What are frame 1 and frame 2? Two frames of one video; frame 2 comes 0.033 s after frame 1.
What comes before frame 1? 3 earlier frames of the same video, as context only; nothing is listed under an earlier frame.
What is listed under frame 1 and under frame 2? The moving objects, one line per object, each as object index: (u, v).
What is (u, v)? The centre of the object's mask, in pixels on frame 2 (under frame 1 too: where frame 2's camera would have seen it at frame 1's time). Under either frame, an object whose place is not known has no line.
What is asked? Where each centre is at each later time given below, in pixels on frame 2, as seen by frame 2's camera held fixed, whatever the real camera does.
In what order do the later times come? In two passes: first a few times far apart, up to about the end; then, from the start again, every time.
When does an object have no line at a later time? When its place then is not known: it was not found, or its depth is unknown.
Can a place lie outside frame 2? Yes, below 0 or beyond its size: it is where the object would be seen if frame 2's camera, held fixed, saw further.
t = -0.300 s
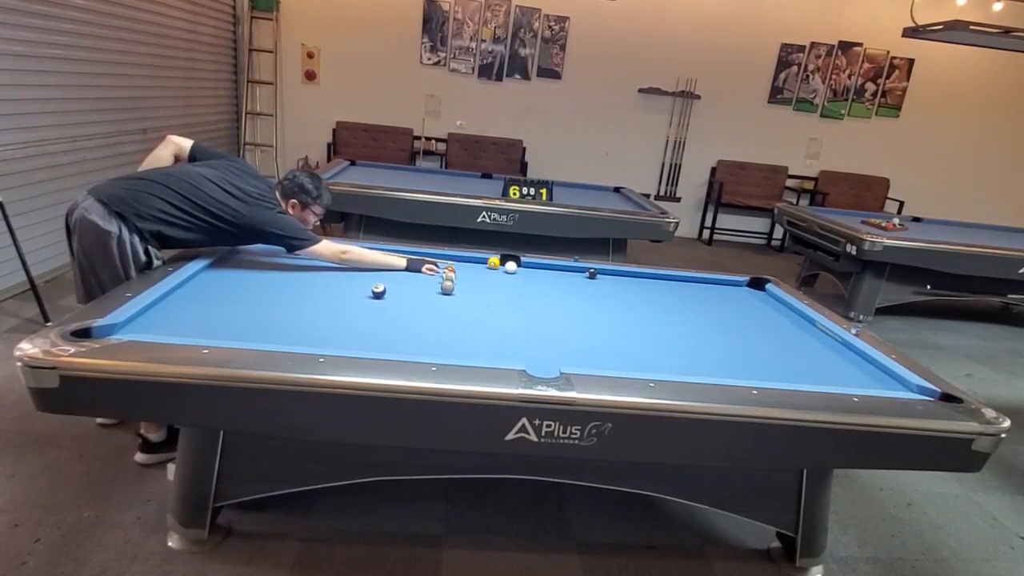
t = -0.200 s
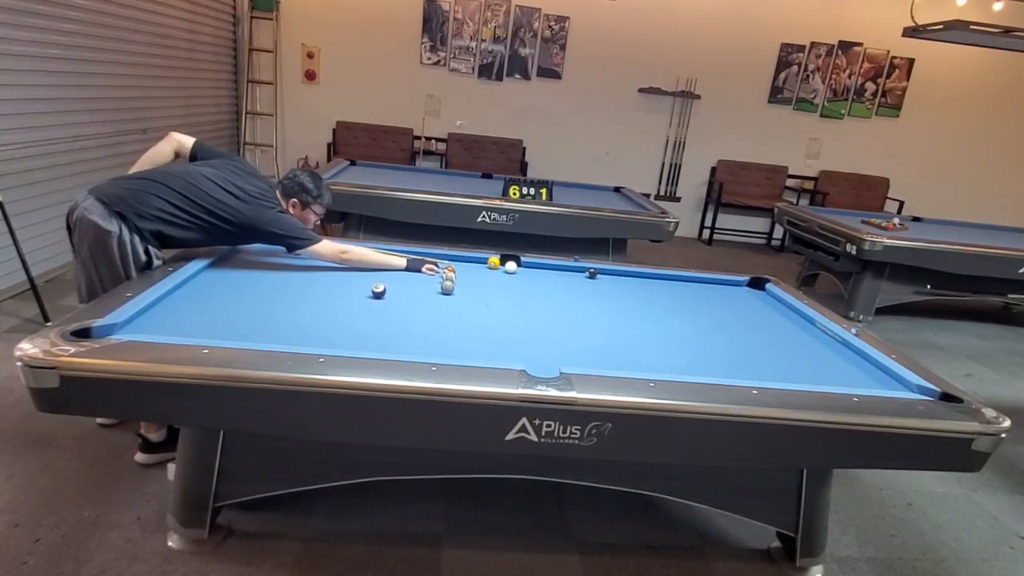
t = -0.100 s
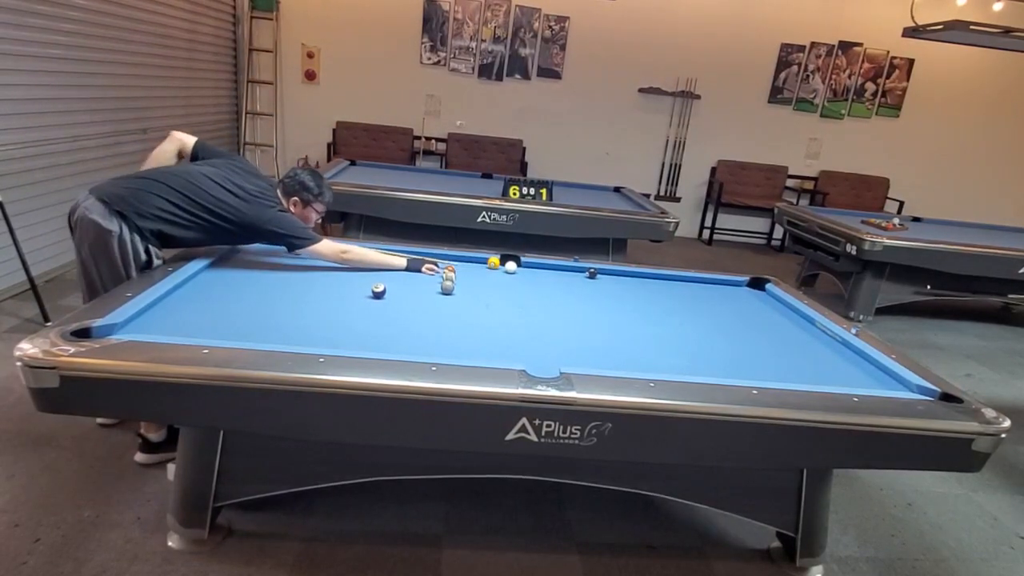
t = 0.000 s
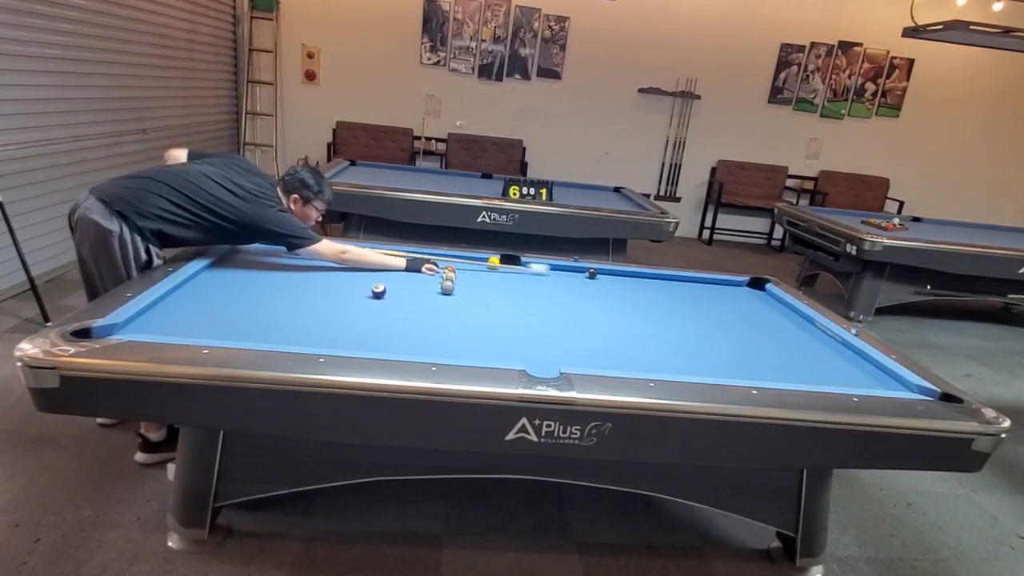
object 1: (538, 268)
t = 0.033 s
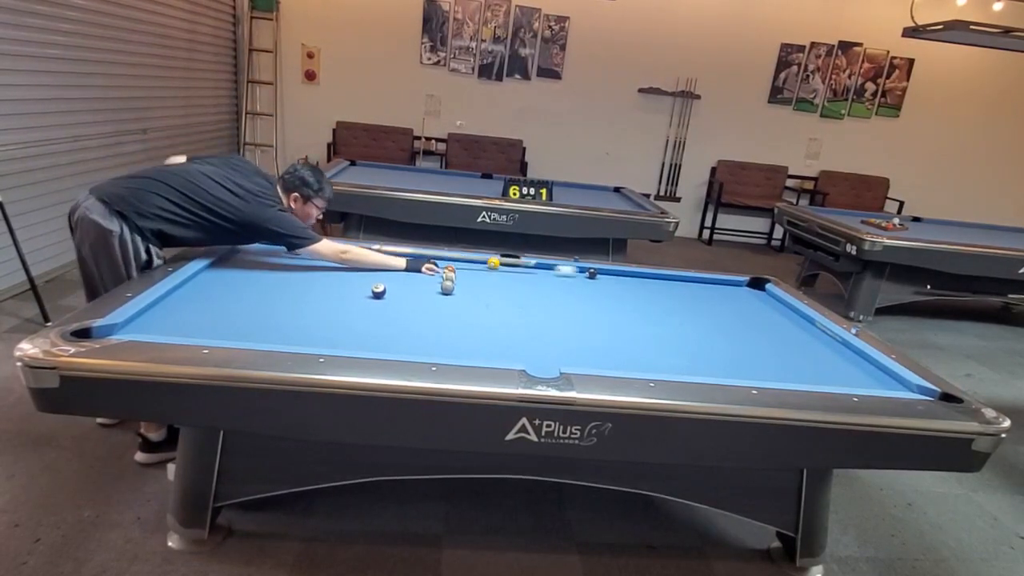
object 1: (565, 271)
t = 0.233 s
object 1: (575, 269)
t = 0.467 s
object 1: (550, 267)
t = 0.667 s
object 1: (527, 265)
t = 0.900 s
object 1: (505, 263)
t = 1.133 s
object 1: (500, 263)
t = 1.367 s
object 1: (496, 263)
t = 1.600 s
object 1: (492, 263)
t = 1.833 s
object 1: (489, 263)
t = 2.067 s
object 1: (488, 263)
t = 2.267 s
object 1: (487, 263)
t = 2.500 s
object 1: (487, 263)
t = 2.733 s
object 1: (487, 263)
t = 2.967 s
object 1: (487, 263)
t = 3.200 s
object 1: (487, 263)
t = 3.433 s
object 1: (487, 263)
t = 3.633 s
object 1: (487, 263)
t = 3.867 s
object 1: (487, 263)
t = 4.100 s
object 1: (487, 263)
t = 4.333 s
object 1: (487, 263)
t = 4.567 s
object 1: (487, 263)
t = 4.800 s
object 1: (487, 263)
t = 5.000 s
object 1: (487, 263)
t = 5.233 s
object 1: (487, 263)
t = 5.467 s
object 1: (487, 263)
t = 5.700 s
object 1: (487, 263)
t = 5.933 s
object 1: (487, 263)
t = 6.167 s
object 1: (487, 263)
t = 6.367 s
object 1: (487, 263)
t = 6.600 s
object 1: (487, 263)
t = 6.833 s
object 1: (487, 263)
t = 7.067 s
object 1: (487, 263)
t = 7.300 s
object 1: (487, 263)
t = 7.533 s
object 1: (487, 263)
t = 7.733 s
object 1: (487, 263)
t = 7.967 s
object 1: (487, 263)
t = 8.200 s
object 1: (487, 263)
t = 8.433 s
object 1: (487, 263)
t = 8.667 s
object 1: (487, 263)
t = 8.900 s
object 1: (487, 263)
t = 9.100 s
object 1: (487, 263)
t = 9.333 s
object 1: (487, 263)
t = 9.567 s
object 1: (487, 263)
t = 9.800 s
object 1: (487, 263)
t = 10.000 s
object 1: (487, 263)
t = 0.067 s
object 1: (580, 271)
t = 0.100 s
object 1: (580, 271)
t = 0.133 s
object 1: (580, 270)
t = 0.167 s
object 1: (578, 270)
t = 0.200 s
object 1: (577, 270)
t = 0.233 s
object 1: (575, 269)
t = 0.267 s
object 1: (572, 269)
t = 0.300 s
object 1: (569, 268)
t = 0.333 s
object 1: (565, 268)
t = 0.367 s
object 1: (561, 267)
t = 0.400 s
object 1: (557, 267)
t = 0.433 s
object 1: (554, 267)
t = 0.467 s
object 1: (550, 267)
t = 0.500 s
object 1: (546, 266)
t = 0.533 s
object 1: (542, 266)
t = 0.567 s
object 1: (539, 266)
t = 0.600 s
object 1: (535, 265)
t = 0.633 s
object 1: (531, 265)
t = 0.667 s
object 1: (527, 265)
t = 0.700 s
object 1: (524, 264)
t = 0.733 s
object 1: (520, 265)
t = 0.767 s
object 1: (516, 264)
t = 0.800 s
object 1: (512, 263)
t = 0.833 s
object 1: (509, 263)
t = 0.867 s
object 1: (506, 263)
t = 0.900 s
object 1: (505, 263)
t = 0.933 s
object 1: (505, 263)
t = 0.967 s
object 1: (504, 263)
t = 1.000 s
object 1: (503, 263)
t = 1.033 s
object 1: (502, 263)
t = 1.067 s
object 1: (502, 263)
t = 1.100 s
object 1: (501, 263)
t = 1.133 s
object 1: (500, 263)
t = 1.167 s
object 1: (500, 263)
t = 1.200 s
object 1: (499, 263)
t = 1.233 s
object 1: (498, 263)
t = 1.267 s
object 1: (498, 263)
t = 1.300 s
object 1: (497, 263)
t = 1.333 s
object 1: (496, 263)
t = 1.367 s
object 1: (496, 263)
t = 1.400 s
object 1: (495, 263)
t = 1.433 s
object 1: (495, 263)
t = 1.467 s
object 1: (494, 263)
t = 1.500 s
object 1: (494, 263)
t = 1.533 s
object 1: (493, 263)
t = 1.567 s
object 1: (493, 263)
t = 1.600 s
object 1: (492, 263)
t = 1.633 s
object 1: (492, 263)
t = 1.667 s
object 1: (491, 263)
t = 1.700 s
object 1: (491, 263)
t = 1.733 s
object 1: (491, 263)
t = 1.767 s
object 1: (490, 263)
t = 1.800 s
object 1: (490, 263)
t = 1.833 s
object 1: (489, 263)
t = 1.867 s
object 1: (489, 263)
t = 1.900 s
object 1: (489, 263)
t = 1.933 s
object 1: (488, 263)
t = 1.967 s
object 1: (488, 263)
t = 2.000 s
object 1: (488, 263)
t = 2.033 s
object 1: (488, 263)
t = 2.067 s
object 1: (488, 263)
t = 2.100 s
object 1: (487, 263)
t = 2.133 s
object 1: (487, 263)
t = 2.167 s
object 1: (487, 263)
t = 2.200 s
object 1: (487, 263)
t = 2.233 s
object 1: (487, 263)
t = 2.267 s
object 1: (487, 263)
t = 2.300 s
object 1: (487, 263)
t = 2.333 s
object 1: (487, 263)
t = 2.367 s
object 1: (487, 263)
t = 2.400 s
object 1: (487, 263)
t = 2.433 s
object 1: (487, 263)
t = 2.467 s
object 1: (487, 263)
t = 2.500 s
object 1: (487, 263)
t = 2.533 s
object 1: (487, 263)
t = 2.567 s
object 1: (487, 263)
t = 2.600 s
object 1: (487, 263)
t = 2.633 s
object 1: (487, 263)
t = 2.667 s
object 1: (487, 263)
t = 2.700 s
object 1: (487, 263)
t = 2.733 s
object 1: (487, 263)
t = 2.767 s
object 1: (487, 263)
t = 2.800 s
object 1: (487, 263)
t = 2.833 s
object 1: (487, 263)
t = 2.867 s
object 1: (487, 263)
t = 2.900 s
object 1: (487, 263)
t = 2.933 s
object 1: (487, 263)
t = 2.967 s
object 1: (487, 263)
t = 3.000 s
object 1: (487, 263)
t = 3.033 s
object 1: (487, 263)
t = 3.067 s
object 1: (487, 263)
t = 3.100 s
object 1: (487, 263)
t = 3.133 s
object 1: (487, 263)
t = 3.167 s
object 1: (487, 263)
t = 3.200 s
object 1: (487, 263)
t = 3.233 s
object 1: (487, 263)
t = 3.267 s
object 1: (487, 263)
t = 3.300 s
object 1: (487, 263)
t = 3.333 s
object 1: (487, 263)
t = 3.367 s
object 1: (487, 263)
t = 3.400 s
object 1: (487, 263)
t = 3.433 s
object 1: (487, 263)
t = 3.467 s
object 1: (487, 263)
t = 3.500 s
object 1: (487, 263)
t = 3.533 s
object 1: (487, 263)
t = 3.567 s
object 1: (487, 263)
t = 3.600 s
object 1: (487, 263)
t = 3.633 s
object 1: (487, 263)
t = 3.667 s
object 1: (487, 263)
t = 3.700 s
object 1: (487, 263)
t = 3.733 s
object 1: (487, 263)
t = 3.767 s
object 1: (487, 263)
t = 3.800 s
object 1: (487, 263)
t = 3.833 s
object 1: (487, 263)
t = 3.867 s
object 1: (487, 263)
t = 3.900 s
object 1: (487, 263)
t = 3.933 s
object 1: (487, 263)
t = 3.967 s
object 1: (487, 263)
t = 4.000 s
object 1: (487, 263)
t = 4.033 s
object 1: (487, 263)
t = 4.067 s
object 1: (487, 263)
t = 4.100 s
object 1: (487, 263)
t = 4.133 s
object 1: (487, 263)
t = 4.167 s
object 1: (487, 263)
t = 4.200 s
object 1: (487, 263)
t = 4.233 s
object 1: (487, 263)
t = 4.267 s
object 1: (487, 263)
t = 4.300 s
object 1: (487, 263)
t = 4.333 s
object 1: (487, 263)
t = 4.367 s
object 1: (487, 263)
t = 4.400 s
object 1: (487, 263)
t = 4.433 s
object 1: (487, 263)
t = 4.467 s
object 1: (487, 263)
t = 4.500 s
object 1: (487, 263)
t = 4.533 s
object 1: (487, 263)
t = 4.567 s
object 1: (487, 263)
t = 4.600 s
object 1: (487, 263)
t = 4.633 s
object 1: (487, 263)
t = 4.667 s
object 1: (487, 263)
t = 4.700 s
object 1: (487, 263)
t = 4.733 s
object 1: (487, 263)
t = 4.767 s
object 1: (487, 263)
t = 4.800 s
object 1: (487, 263)
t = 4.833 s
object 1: (487, 263)
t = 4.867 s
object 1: (487, 263)
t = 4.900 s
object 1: (487, 263)
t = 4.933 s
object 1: (487, 263)
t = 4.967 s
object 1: (487, 263)
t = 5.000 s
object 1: (487, 263)
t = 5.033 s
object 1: (487, 263)
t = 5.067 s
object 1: (487, 263)
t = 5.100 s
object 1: (487, 263)
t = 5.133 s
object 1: (487, 263)
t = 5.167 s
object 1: (487, 263)
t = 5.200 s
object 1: (487, 263)
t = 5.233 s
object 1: (487, 263)
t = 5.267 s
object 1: (487, 263)
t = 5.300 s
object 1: (487, 263)
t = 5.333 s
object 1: (487, 263)
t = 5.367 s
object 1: (487, 263)
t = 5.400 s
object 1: (487, 263)
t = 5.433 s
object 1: (487, 263)
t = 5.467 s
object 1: (487, 263)
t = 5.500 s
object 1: (487, 263)
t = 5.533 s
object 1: (487, 263)
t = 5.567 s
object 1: (487, 263)
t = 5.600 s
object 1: (487, 263)
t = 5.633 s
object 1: (487, 263)
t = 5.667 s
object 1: (487, 263)
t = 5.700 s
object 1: (487, 263)
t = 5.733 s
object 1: (487, 263)
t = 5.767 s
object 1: (487, 263)
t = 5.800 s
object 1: (487, 263)
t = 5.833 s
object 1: (487, 263)
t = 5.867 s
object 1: (487, 263)
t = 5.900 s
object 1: (487, 263)
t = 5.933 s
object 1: (487, 263)
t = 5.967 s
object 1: (487, 263)
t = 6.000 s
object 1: (487, 263)
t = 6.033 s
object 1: (487, 263)
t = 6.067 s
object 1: (487, 263)
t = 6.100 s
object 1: (487, 263)
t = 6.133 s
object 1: (487, 263)
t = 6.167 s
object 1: (487, 263)
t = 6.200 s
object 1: (487, 263)
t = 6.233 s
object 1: (487, 263)
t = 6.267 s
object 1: (487, 263)
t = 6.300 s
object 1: (487, 263)
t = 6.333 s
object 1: (487, 263)
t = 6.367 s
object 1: (487, 263)
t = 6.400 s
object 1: (487, 263)
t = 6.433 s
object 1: (487, 263)
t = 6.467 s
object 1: (487, 263)
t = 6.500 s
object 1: (487, 263)
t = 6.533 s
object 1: (487, 263)
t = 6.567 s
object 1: (487, 263)
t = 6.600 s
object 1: (487, 263)
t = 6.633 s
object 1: (487, 263)
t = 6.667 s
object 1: (487, 263)
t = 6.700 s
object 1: (487, 263)
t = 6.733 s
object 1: (487, 263)
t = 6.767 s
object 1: (487, 263)
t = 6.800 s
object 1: (487, 263)
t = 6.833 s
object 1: (487, 263)
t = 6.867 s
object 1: (487, 263)
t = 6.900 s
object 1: (487, 263)
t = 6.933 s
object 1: (487, 263)
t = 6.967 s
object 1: (487, 263)
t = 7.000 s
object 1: (487, 263)
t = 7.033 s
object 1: (487, 263)
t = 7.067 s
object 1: (487, 263)
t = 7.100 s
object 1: (487, 263)
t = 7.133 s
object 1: (487, 263)
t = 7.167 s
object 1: (487, 263)
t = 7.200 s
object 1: (487, 263)
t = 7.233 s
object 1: (487, 263)
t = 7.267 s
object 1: (487, 263)
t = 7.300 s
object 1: (487, 263)
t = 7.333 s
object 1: (487, 263)
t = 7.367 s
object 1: (487, 263)
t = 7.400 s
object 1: (487, 263)
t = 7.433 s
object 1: (487, 263)
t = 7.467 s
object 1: (487, 263)
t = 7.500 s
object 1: (487, 263)
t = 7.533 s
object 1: (487, 263)
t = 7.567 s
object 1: (487, 263)
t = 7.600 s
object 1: (487, 263)
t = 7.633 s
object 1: (487, 263)
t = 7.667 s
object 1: (487, 263)
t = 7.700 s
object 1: (487, 263)
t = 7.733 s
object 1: (487, 263)
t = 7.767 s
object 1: (487, 263)
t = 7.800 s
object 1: (487, 263)
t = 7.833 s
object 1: (487, 263)
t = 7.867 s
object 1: (487, 263)
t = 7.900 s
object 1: (487, 263)
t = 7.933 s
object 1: (487, 263)
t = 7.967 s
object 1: (487, 263)
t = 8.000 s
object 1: (487, 263)
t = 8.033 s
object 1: (487, 263)
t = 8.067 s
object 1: (487, 263)
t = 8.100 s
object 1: (487, 263)
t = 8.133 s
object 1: (487, 263)
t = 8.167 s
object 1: (487, 263)
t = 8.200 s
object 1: (487, 263)
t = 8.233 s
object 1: (487, 263)
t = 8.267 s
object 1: (487, 263)
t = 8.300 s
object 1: (487, 263)
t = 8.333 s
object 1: (487, 263)
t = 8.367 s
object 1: (487, 263)
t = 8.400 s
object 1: (487, 263)
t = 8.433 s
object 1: (487, 263)
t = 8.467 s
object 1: (487, 263)
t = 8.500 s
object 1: (487, 263)
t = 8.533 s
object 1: (487, 263)
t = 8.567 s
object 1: (487, 263)
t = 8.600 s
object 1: (487, 263)
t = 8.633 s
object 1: (487, 263)
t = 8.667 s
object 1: (487, 263)
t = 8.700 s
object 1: (487, 263)
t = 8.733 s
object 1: (487, 263)
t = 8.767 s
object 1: (487, 263)
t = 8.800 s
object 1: (487, 263)
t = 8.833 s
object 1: (487, 263)
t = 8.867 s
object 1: (487, 263)
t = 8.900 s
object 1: (487, 263)
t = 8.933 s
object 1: (487, 263)
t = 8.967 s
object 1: (487, 263)
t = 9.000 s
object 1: (487, 263)
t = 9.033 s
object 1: (487, 263)
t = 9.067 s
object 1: (487, 263)
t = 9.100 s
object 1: (487, 263)
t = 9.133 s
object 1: (487, 263)
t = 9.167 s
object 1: (487, 263)
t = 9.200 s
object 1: (487, 263)
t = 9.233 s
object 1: (487, 263)
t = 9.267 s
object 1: (487, 263)
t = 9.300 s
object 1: (487, 263)
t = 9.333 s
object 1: (487, 263)
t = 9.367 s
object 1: (487, 263)
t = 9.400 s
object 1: (487, 263)
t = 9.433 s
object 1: (487, 263)
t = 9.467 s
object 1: (487, 263)
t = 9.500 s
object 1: (487, 263)
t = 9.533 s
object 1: (487, 263)
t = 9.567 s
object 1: (487, 263)
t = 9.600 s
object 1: (487, 263)
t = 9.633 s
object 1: (487, 263)
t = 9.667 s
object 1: (487, 263)
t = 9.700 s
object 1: (487, 263)
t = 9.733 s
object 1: (487, 263)
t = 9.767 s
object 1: (487, 263)
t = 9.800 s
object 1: (487, 263)
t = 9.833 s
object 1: (487, 263)
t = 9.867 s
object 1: (487, 263)
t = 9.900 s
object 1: (487, 263)
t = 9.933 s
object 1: (487, 263)
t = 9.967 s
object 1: (487, 263)
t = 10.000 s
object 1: (487, 263)
